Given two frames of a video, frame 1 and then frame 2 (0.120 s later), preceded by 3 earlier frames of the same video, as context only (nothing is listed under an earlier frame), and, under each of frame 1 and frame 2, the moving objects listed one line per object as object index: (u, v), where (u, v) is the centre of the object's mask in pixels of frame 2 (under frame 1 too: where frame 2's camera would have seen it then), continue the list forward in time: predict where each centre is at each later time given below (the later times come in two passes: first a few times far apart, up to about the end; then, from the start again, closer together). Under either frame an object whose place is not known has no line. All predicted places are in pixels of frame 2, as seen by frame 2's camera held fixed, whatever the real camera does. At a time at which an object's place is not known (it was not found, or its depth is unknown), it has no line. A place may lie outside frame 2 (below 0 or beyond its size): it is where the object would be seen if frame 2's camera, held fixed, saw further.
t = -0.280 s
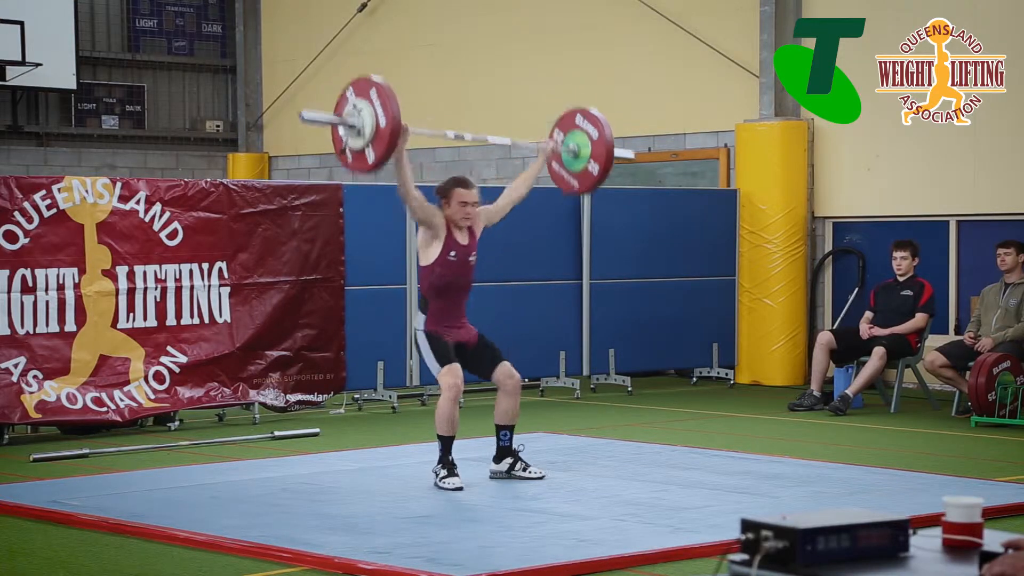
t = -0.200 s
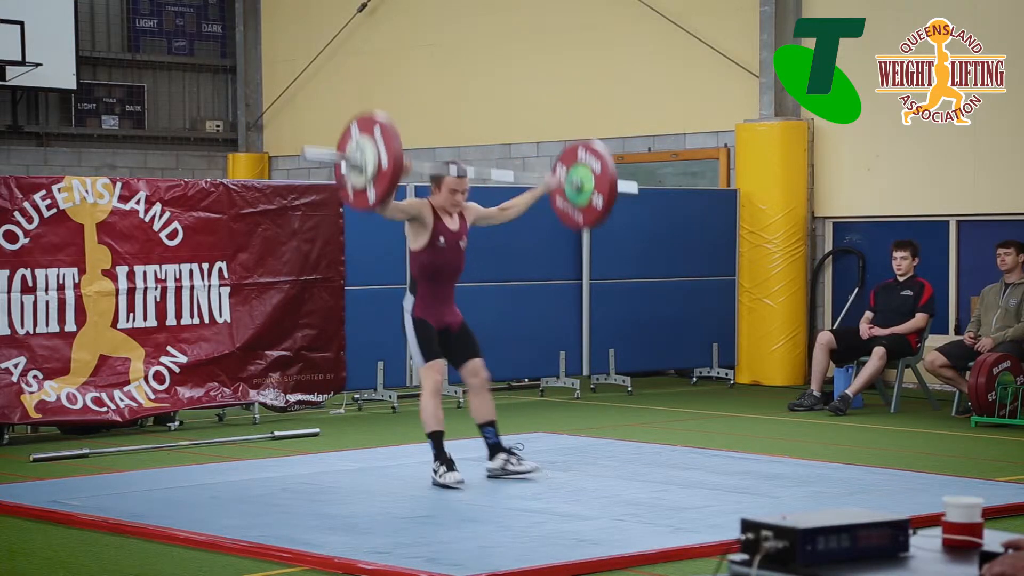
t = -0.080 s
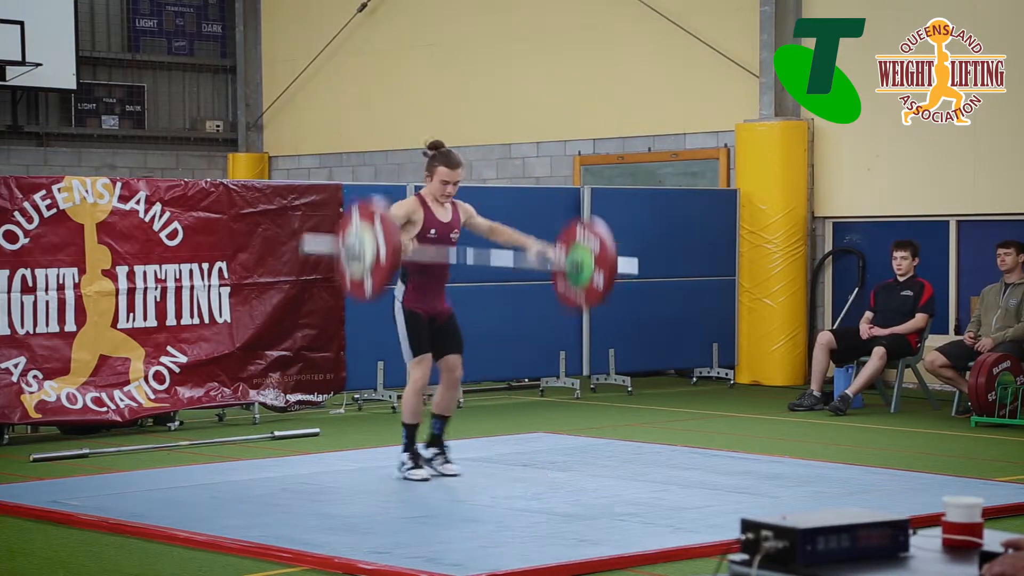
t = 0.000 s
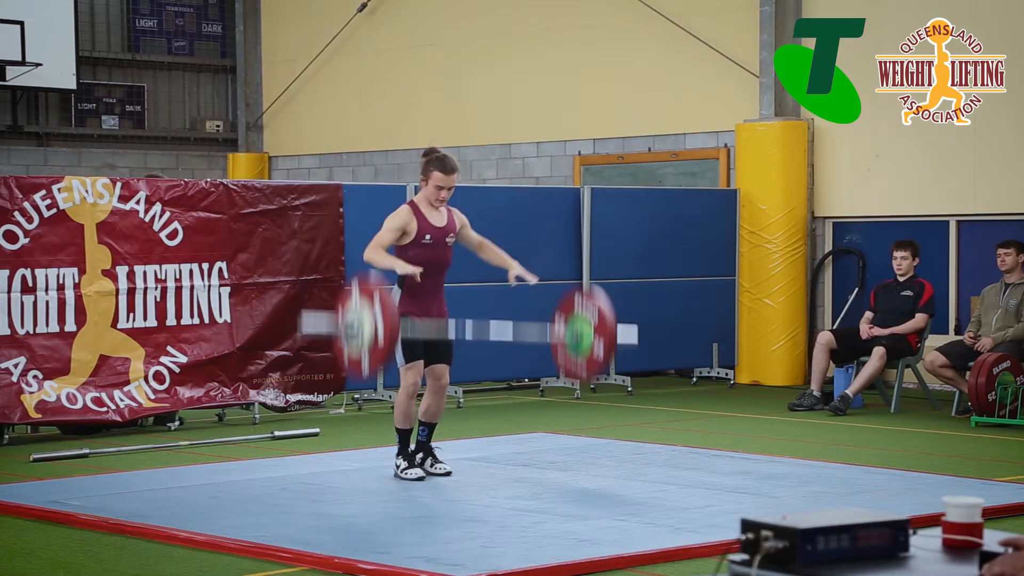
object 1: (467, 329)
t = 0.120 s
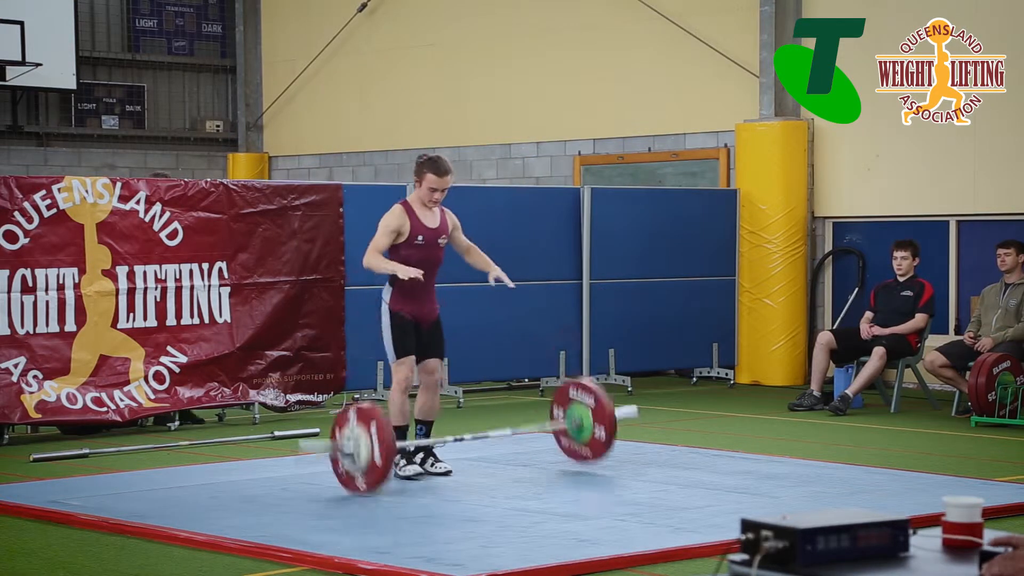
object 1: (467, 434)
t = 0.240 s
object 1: (457, 389)
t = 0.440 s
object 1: (438, 376)
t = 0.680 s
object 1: (419, 436)
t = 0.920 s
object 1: (399, 438)
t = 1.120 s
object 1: (388, 445)
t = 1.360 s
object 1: (382, 446)
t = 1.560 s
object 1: (383, 446)
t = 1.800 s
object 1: (383, 446)
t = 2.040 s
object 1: (385, 446)
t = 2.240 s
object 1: (385, 447)
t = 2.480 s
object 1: (385, 447)
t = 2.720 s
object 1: (386, 447)
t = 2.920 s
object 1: (386, 447)
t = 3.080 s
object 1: (386, 447)
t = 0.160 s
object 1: (463, 416)
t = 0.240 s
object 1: (457, 389)
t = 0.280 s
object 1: (452, 380)
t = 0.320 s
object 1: (450, 375)
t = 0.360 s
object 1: (445, 372)
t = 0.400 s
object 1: (441, 372)
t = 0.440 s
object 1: (438, 376)
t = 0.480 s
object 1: (437, 382)
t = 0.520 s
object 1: (433, 392)
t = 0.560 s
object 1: (430, 405)
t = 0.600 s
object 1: (426, 422)
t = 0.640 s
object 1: (420, 434)
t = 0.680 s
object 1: (419, 436)
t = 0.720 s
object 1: (415, 429)
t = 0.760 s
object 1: (413, 424)
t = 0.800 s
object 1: (410, 423)
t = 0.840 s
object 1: (405, 425)
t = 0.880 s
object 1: (404, 430)
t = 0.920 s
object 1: (399, 438)
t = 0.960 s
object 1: (395, 443)
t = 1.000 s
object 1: (394, 440)
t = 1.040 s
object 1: (392, 438)
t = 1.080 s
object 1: (390, 440)
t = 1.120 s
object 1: (388, 445)
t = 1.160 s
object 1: (385, 444)
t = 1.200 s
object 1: (384, 444)
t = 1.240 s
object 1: (383, 445)
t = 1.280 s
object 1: (382, 446)
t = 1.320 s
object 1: (382, 446)
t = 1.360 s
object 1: (382, 446)
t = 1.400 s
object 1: (381, 446)
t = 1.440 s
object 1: (382, 446)
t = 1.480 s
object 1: (383, 446)
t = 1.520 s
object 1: (383, 446)
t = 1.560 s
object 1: (383, 446)
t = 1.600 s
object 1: (383, 446)
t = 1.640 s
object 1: (383, 446)
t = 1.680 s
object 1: (384, 446)
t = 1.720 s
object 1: (383, 446)
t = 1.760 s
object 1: (384, 446)
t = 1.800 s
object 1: (383, 446)
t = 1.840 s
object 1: (384, 446)
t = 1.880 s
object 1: (384, 446)
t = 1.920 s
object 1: (384, 446)
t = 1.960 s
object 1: (384, 447)
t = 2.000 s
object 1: (384, 446)
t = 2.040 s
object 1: (385, 446)
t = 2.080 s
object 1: (385, 447)
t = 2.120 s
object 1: (385, 447)
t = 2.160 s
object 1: (385, 447)
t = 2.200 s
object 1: (385, 447)
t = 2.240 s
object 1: (385, 447)
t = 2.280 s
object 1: (385, 447)
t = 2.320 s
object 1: (385, 447)
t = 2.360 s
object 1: (385, 447)
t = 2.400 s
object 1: (385, 447)
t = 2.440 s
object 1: (385, 447)
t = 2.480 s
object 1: (385, 447)
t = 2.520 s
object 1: (385, 447)
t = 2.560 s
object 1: (385, 447)
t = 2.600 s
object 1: (386, 447)
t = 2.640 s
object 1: (386, 447)
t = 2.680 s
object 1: (385, 447)
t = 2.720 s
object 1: (386, 447)
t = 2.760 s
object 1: (386, 447)
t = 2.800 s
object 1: (386, 447)
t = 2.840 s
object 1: (386, 447)
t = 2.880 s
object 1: (386, 447)
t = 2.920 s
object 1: (386, 447)
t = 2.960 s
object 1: (386, 447)
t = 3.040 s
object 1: (386, 447)
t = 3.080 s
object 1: (386, 447)
